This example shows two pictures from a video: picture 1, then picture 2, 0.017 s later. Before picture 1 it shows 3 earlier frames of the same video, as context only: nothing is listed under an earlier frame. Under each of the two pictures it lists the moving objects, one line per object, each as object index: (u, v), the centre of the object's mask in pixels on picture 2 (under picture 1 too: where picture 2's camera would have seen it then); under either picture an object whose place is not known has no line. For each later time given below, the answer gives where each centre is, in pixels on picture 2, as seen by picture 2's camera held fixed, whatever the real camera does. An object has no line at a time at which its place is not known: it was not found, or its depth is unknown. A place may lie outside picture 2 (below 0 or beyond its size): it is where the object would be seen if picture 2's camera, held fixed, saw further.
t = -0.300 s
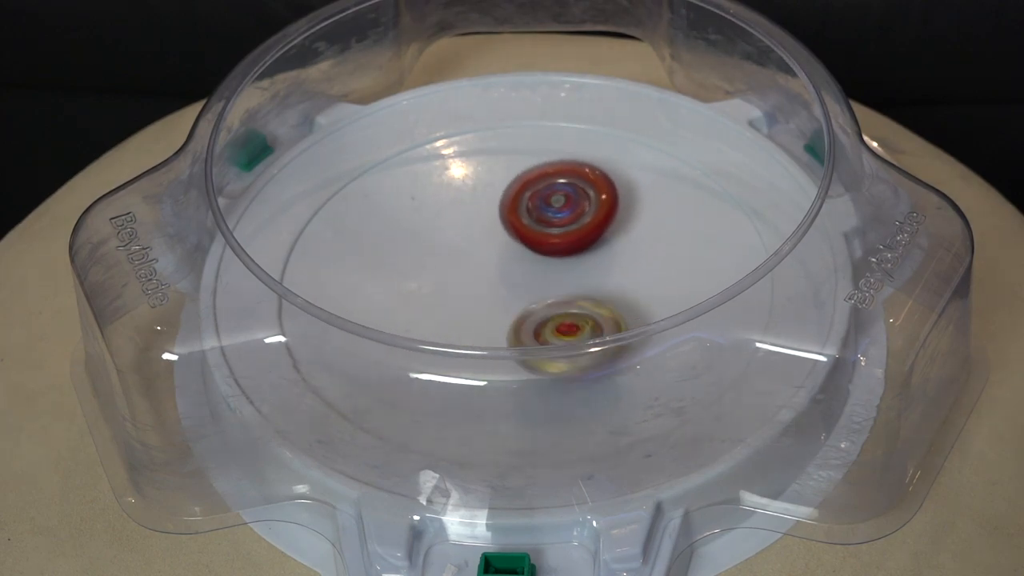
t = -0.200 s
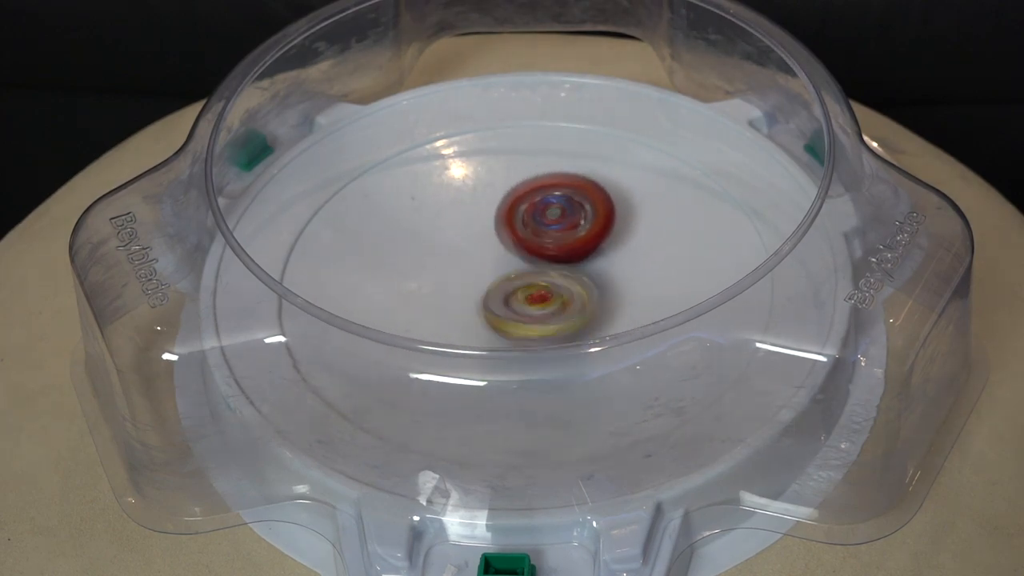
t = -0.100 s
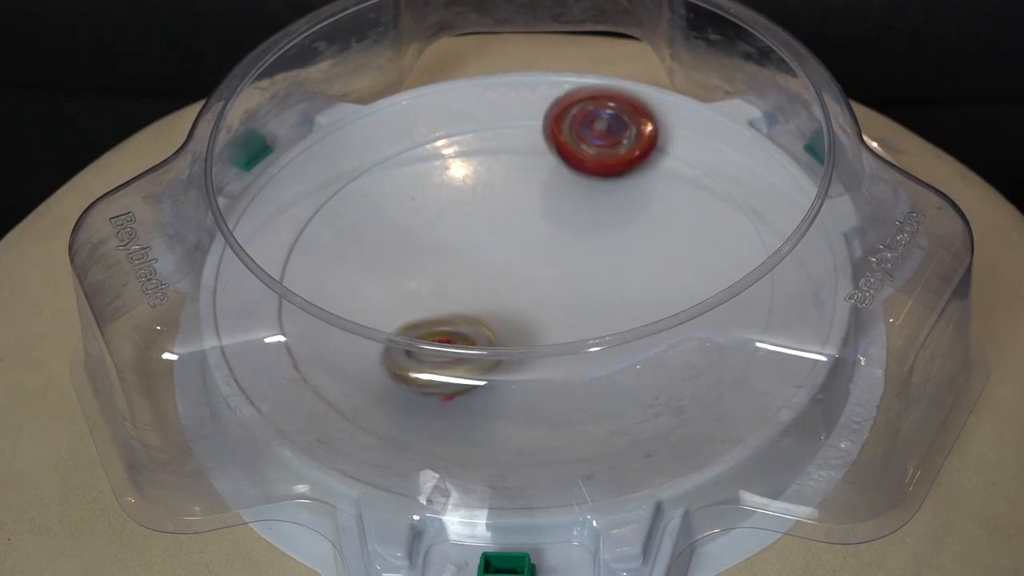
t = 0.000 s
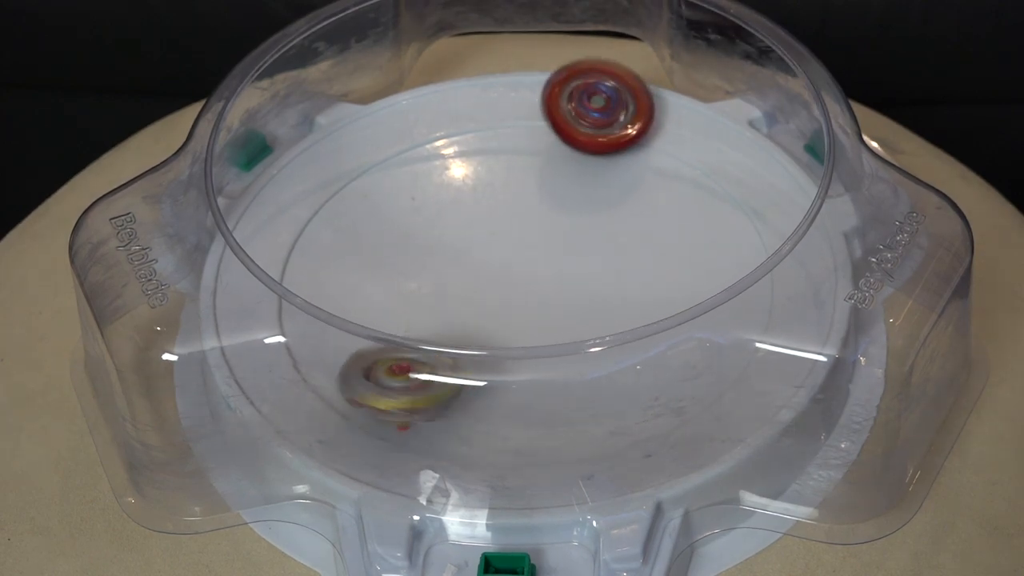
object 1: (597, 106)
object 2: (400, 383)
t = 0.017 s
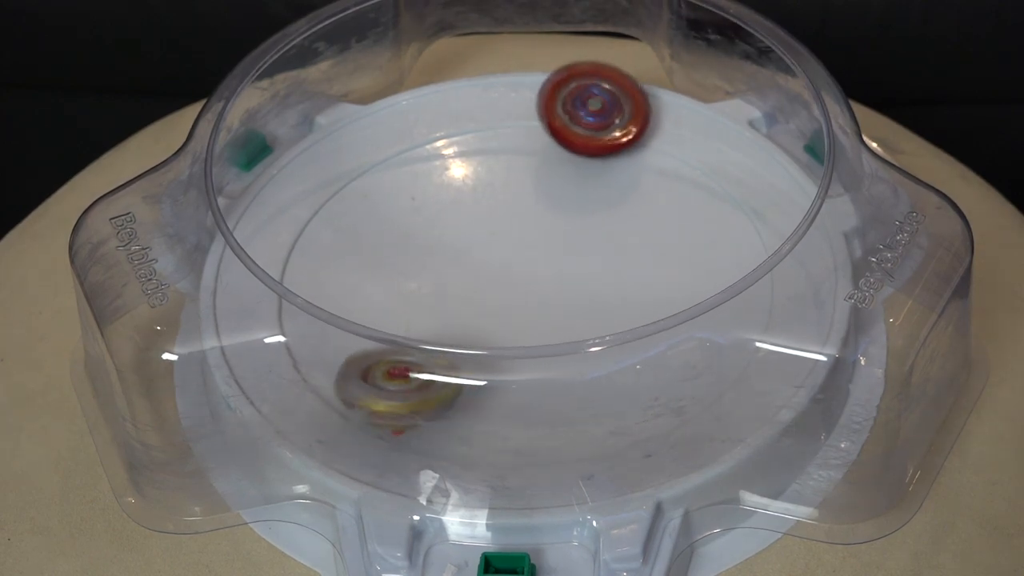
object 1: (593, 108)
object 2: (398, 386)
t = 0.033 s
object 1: (589, 110)
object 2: (389, 392)
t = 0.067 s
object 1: (581, 114)
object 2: (387, 396)
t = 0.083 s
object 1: (576, 116)
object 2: (392, 397)
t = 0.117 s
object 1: (567, 123)
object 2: (406, 395)
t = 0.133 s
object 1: (561, 126)
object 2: (411, 395)
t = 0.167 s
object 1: (550, 133)
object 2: (428, 386)
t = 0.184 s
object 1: (545, 135)
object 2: (433, 384)
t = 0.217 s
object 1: (534, 144)
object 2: (442, 378)
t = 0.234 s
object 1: (529, 148)
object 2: (443, 381)
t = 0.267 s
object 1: (520, 158)
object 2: (451, 361)
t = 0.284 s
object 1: (517, 163)
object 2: (450, 356)
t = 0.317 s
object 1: (512, 174)
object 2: (453, 334)
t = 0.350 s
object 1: (508, 186)
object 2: (453, 317)
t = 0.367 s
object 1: (507, 191)
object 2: (453, 312)
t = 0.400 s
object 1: (506, 202)
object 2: (450, 302)
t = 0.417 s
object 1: (505, 207)
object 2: (449, 295)
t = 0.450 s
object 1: (513, 210)
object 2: (432, 288)
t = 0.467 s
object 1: (523, 206)
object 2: (415, 289)
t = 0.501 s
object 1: (541, 204)
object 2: (390, 289)
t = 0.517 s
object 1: (549, 203)
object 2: (382, 289)
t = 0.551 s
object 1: (559, 204)
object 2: (367, 287)
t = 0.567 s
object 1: (564, 205)
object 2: (360, 287)
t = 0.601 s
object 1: (570, 209)
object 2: (351, 288)
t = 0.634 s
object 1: (574, 213)
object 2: (347, 289)
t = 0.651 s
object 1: (577, 215)
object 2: (346, 289)
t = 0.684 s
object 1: (580, 221)
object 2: (341, 298)
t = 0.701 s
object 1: (581, 222)
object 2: (344, 301)
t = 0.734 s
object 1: (583, 228)
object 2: (355, 305)
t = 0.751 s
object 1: (583, 231)
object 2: (361, 307)
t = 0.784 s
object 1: (585, 237)
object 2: (381, 301)
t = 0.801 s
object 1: (584, 241)
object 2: (387, 301)
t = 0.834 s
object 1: (584, 246)
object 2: (403, 300)
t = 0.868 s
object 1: (585, 252)
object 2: (419, 296)
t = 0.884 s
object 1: (583, 255)
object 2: (428, 291)
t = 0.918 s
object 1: (582, 261)
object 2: (442, 282)
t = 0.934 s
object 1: (581, 264)
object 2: (450, 277)
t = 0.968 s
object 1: (580, 270)
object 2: (459, 265)
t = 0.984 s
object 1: (584, 273)
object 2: (458, 257)
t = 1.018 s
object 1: (589, 279)
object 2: (459, 244)
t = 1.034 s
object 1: (591, 281)
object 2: (458, 236)
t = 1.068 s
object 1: (592, 286)
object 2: (456, 224)
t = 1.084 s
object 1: (592, 288)
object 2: (457, 217)
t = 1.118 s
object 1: (591, 292)
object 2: (453, 206)
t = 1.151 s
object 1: (588, 296)
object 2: (451, 195)
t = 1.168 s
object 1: (587, 297)
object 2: (451, 190)
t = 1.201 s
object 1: (584, 300)
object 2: (446, 180)
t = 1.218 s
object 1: (581, 302)
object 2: (444, 177)
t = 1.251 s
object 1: (576, 304)
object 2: (442, 171)
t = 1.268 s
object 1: (573, 306)
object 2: (439, 168)
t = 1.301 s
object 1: (567, 308)
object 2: (436, 165)
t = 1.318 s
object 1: (564, 308)
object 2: (436, 164)
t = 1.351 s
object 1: (559, 310)
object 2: (435, 166)
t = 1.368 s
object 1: (557, 310)
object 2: (435, 167)
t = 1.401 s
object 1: (550, 311)
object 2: (439, 173)
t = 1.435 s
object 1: (543, 312)
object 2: (446, 181)
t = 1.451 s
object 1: (541, 312)
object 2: (450, 185)
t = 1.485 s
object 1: (533, 313)
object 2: (461, 192)
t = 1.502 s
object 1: (529, 314)
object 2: (469, 196)
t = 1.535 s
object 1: (521, 314)
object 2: (485, 204)
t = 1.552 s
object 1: (517, 314)
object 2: (491, 207)
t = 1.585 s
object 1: (509, 314)
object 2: (507, 211)
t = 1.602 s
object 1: (505, 314)
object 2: (516, 213)
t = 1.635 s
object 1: (497, 313)
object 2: (532, 216)
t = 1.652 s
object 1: (495, 312)
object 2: (542, 217)
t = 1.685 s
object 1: (487, 311)
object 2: (557, 219)
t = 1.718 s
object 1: (480, 309)
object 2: (574, 220)
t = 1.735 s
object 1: (477, 308)
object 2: (583, 219)
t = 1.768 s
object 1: (471, 306)
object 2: (597, 218)
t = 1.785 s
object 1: (468, 305)
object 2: (606, 219)
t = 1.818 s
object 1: (463, 301)
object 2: (619, 217)
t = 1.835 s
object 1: (461, 299)
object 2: (623, 216)
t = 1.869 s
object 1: (457, 295)
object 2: (636, 215)
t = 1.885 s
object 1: (455, 292)
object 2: (641, 213)
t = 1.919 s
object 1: (452, 287)
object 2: (645, 211)
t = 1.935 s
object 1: (451, 285)
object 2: (650, 211)
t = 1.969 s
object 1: (449, 280)
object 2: (653, 209)
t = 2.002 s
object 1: (447, 275)
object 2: (653, 209)
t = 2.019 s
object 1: (446, 273)
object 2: (651, 209)
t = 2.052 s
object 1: (445, 267)
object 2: (647, 211)
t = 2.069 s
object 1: (444, 264)
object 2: (642, 212)
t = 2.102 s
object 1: (444, 259)
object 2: (634, 218)
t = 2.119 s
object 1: (444, 256)
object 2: (632, 222)
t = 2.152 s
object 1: (445, 251)
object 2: (619, 229)
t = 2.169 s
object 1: (446, 249)
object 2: (614, 235)
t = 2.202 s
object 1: (447, 244)
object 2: (606, 244)
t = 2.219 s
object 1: (447, 241)
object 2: (598, 249)
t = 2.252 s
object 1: (449, 237)
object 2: (591, 260)
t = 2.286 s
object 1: (452, 233)
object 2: (583, 270)
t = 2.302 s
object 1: (453, 230)
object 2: (577, 277)
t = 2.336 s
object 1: (457, 227)
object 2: (574, 287)
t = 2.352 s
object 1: (460, 225)
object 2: (569, 292)
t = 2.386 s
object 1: (464, 222)
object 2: (565, 302)
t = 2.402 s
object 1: (467, 220)
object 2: (563, 306)
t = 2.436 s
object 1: (472, 217)
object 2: (558, 312)
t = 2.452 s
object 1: (475, 215)
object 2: (558, 314)
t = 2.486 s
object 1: (481, 212)
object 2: (557, 319)
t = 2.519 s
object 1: (487, 210)
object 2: (554, 333)
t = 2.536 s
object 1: (490, 209)
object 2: (557, 337)
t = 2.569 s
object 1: (496, 207)
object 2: (556, 342)
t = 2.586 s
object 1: (500, 206)
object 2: (557, 344)
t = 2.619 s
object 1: (506, 205)
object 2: (561, 345)
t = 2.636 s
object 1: (510, 204)
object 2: (560, 345)
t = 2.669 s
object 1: (516, 204)
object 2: (562, 345)
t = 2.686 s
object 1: (519, 204)
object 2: (562, 342)
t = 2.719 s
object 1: (526, 204)
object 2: (557, 335)
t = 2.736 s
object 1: (529, 205)
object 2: (557, 333)
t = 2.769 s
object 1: (536, 206)
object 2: (550, 319)
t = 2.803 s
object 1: (542, 207)
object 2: (544, 316)
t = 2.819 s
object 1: (546, 208)
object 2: (541, 314)
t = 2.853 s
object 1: (553, 210)
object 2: (532, 310)
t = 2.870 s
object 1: (556, 211)
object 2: (527, 308)
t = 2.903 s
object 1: (563, 213)
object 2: (514, 301)
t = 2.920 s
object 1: (565, 214)
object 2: (509, 299)
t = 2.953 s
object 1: (571, 217)
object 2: (498, 293)
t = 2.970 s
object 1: (575, 218)
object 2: (491, 290)
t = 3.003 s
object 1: (581, 221)
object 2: (480, 285)
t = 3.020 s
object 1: (583, 223)
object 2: (471, 282)
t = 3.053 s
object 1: (588, 226)
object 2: (460, 279)
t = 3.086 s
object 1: (593, 230)
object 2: (447, 273)
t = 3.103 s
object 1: (594, 232)
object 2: (442, 273)
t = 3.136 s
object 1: (598, 237)
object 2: (433, 270)
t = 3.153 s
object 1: (600, 238)
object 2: (428, 270)
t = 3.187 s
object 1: (602, 243)
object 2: (422, 267)
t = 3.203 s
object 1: (603, 245)
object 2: (420, 267)
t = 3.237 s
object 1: (606, 250)
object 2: (418, 267)
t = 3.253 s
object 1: (606, 253)
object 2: (416, 266)
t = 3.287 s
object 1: (607, 258)
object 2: (418, 267)
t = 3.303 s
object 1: (608, 260)
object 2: (418, 265)
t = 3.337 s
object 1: (608, 266)
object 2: (424, 266)
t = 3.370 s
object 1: (607, 271)
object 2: (430, 265)
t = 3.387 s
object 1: (607, 273)
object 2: (434, 265)
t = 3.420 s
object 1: (607, 278)
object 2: (440, 261)
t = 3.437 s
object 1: (605, 281)
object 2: (444, 260)
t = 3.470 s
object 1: (604, 287)
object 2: (454, 255)
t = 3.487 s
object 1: (603, 289)
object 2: (457, 254)
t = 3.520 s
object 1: (600, 293)
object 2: (467, 250)
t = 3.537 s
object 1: (598, 295)
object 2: (470, 247)
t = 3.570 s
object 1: (595, 298)
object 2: (480, 243)
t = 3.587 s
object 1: (593, 300)
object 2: (483, 239)
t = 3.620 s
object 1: (588, 303)
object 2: (492, 236)
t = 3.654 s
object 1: (583, 305)
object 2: (500, 230)
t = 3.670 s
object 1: (581, 307)
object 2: (502, 228)
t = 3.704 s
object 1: (574, 309)
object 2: (510, 223)
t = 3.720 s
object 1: (571, 310)
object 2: (512, 221)
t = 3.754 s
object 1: (564, 312)
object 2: (518, 216)
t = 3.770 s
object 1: (560, 313)
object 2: (520, 214)
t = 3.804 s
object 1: (554, 314)
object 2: (525, 209)
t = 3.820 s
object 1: (551, 314)
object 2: (528, 208)
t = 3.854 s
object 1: (543, 315)
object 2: (530, 205)
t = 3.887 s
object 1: (536, 316)
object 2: (531, 203)
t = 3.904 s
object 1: (531, 316)
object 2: (532, 203)
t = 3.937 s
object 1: (522, 316)
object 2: (533, 205)
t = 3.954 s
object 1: (519, 315)
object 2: (533, 206)
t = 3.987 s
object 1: (511, 314)
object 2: (535, 210)
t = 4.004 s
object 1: (508, 314)
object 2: (537, 212)
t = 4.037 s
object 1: (501, 312)
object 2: (540, 216)
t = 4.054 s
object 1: (497, 311)
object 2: (543, 219)
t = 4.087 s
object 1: (490, 309)
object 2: (548, 223)
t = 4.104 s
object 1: (487, 308)
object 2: (552, 226)
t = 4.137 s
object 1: (481, 306)
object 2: (555, 229)
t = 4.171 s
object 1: (474, 302)
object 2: (563, 235)
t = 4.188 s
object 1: (472, 300)
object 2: (564, 236)
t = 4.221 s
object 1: (466, 296)
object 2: (571, 241)
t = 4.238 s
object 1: (464, 293)
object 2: (572, 242)
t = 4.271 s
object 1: (460, 288)
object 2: (579, 247)
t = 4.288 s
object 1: (459, 285)
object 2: (580, 249)
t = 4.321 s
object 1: (457, 280)
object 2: (587, 251)
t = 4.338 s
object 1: (455, 277)
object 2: (587, 252)
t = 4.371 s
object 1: (453, 272)
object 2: (591, 255)
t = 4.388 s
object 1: (453, 269)
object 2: (591, 256)
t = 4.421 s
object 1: (453, 264)
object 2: (592, 258)
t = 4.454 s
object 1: (453, 258)
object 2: (592, 260)
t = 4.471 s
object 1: (452, 255)
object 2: (591, 261)
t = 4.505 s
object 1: (453, 249)
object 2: (591, 263)
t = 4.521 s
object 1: (454, 247)
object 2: (588, 264)
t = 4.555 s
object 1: (455, 241)
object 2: (584, 266)
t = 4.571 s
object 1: (456, 238)
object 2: (582, 269)
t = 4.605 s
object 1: (458, 233)
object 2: (576, 272)
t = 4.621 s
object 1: (460, 231)
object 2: (576, 275)
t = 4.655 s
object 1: (463, 226)
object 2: (569, 279)
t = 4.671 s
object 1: (465, 224)
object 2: (567, 281)
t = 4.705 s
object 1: (469, 221)
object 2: (562, 285)
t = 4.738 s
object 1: (474, 217)
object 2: (557, 288)
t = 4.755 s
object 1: (476, 215)
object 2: (556, 290)
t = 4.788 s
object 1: (481, 212)
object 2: (550, 293)
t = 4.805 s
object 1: (485, 211)
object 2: (548, 294)
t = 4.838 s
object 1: (491, 209)
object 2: (545, 296)
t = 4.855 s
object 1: (493, 208)
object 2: (543, 298)
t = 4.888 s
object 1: (499, 206)
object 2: (538, 300)
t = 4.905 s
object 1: (503, 205)
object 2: (535, 300)
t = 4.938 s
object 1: (510, 204)
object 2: (531, 302)
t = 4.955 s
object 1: (512, 204)
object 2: (530, 302)
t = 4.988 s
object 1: (519, 203)
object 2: (525, 302)
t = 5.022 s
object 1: (526, 204)
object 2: (524, 303)
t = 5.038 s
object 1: (529, 204)
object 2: (521, 302)
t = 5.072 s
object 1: (536, 205)
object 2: (517, 301)
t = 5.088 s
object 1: (539, 206)
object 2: (515, 302)
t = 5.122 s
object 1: (546, 208)
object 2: (512, 299)
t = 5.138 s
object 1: (550, 209)
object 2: (512, 298)
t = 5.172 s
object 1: (556, 211)
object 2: (508, 297)
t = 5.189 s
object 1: (560, 212)
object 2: (506, 294)
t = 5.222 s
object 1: (567, 213)
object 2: (500, 294)
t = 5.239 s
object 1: (571, 214)
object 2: (497, 294)
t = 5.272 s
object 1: (578, 214)
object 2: (489, 296)
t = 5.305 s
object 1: (584, 216)
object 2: (485, 297)
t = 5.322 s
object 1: (587, 217)
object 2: (482, 299)
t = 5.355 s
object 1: (592, 220)
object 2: (477, 300)
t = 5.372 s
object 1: (594, 222)
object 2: (477, 301)
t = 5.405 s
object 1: (599, 225)
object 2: (473, 301)
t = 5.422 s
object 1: (601, 227)
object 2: (471, 300)
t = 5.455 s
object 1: (605, 231)
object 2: (470, 300)
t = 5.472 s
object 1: (606, 234)
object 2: (471, 300)
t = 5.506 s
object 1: (609, 238)
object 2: (470, 300)
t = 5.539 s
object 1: (611, 243)
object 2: (472, 298)
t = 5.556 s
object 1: (612, 246)
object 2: (475, 298)
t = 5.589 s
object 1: (613, 251)
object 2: (478, 296)
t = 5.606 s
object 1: (613, 254)
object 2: (479, 294)
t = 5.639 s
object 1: (613, 259)
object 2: (483, 290)
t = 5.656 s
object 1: (613, 262)
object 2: (484, 288)
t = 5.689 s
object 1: (611, 267)
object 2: (488, 282)
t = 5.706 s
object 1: (614, 269)
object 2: (486, 279)
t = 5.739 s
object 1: (618, 274)
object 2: (480, 273)
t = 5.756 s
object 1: (617, 277)
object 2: (475, 269)
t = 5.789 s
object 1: (615, 282)
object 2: (468, 264)
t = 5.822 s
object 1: (612, 286)
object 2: (459, 260)
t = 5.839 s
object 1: (609, 288)
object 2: (455, 257)
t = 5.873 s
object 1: (605, 292)
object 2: (448, 254)
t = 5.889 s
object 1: (602, 293)
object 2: (447, 252)
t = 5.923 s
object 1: (596, 297)
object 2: (442, 249)
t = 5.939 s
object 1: (593, 299)
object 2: (438, 246)
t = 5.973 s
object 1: (585, 301)
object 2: (435, 245)
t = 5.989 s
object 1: (582, 303)
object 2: (435, 245)
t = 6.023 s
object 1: (573, 305)
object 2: (434, 243)
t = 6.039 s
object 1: (569, 306)
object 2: (433, 243)
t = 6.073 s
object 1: (561, 308)
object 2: (434, 244)
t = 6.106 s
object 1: (553, 309)
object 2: (439, 245)
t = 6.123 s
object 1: (548, 310)
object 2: (439, 246)
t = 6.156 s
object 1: (540, 310)
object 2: (446, 247)
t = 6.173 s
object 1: (537, 311)
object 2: (449, 247)
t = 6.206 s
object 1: (528, 311)
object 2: (457, 246)
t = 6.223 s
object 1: (526, 313)
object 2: (460, 243)
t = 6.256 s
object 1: (521, 313)
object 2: (462, 238)
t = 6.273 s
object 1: (519, 313)
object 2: (463, 234)
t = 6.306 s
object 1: (512, 313)
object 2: (468, 229)
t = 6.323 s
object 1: (508, 312)
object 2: (468, 226)
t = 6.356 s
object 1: (500, 311)
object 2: (473, 220)
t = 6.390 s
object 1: (492, 310)
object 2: (477, 216)
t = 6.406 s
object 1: (489, 309)
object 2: (481, 214)
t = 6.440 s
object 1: (483, 307)
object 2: (486, 212)
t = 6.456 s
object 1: (480, 306)
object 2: (486, 210)
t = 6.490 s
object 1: (475, 304)
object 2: (493, 208)
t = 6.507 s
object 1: (472, 302)
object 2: (497, 208)
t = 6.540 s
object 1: (468, 298)
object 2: (504, 207)
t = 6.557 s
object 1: (467, 296)
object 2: (507, 206)
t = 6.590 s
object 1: (463, 291)
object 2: (512, 206)
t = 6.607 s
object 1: (461, 288)
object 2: (519, 207)
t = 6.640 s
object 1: (458, 283)
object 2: (528, 208)
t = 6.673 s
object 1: (457, 279)
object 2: (533, 209)
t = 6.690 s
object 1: (456, 276)
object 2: (537, 209)
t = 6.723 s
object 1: (456, 271)
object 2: (542, 212)
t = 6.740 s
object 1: (456, 269)
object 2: (546, 213)
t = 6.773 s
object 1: (456, 263)
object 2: (556, 216)
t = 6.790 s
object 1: (456, 261)
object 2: (559, 217)
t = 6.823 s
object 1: (450, 258)
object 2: (576, 216)
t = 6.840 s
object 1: (449, 256)
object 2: (583, 216)
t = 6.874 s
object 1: (449, 252)
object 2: (590, 217)
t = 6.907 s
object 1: (450, 248)
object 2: (597, 215)
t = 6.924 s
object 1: (452, 246)
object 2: (603, 216)
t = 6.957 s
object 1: (455, 242)
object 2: (612, 218)
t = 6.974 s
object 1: (456, 240)
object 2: (615, 218)
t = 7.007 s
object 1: (460, 237)
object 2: (622, 222)
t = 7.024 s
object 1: (462, 235)
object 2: (626, 223)
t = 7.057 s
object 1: (467, 233)
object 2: (632, 227)
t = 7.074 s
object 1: (470, 231)
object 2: (634, 230)
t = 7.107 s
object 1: (475, 229)
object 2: (637, 233)
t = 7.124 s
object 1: (478, 228)
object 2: (637, 235)
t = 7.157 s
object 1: (484, 227)
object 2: (637, 241)
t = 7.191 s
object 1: (490, 225)
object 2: (637, 246)
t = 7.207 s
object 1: (494, 225)
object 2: (638, 250)
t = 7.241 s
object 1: (501, 224)
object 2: (632, 257)
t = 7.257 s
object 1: (504, 224)
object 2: (630, 259)
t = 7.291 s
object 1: (511, 224)
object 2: (628, 265)
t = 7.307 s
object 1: (514, 224)
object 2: (621, 268)
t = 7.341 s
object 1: (521, 224)
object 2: (615, 274)
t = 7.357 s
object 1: (523, 223)
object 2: (616, 278)
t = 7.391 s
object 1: (525, 221)
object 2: (608, 287)
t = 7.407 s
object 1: (526, 221)
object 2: (605, 290)
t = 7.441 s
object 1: (531, 221)
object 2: (600, 294)
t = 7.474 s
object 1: (535, 223)
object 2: (592, 298)
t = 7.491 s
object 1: (538, 223)
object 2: (588, 300)
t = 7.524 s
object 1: (541, 222)
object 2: (580, 305)
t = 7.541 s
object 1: (544, 223)
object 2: (572, 306)
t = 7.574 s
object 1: (548, 224)
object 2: (562, 310)
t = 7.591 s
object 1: (549, 225)
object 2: (560, 311)
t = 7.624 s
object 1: (553, 227)
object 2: (552, 312)
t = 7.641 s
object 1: (559, 221)
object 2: (547, 317)
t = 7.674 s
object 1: (568, 206)
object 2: (527, 323)
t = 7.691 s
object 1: (572, 200)
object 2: (522, 336)
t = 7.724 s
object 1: (577, 192)
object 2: (508, 341)
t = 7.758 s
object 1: (579, 189)
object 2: (496, 341)
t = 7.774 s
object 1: (580, 188)
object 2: (491, 338)
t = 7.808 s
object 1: (581, 188)
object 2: (484, 328)
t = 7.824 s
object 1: (581, 189)
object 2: (484, 334)
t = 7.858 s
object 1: (582, 190)
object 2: (484, 332)
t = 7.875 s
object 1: (581, 192)
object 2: (483, 331)
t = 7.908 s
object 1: (581, 195)
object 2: (484, 327)
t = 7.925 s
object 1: (581, 196)
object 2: (481, 316)
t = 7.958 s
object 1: (580, 200)
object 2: (484, 313)
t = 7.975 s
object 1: (579, 202)
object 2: (486, 311)
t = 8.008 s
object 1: (578, 206)
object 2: (493, 309)
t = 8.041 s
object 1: (576, 211)
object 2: (499, 307)
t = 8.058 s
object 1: (575, 213)
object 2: (501, 307)
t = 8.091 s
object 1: (573, 218)
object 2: (507, 304)
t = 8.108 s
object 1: (572, 220)
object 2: (510, 303)
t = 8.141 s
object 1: (571, 223)
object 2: (511, 303)
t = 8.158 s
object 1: (572, 223)
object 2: (511, 303)
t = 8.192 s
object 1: (572, 224)
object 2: (512, 302)
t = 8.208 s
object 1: (571, 226)
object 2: (512, 303)
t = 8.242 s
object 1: (570, 228)
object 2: (505, 304)
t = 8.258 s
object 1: (570, 228)
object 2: (503, 306)
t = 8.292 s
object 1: (568, 230)
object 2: (500, 309)
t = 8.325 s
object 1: (566, 233)
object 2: (498, 312)
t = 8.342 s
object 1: (563, 234)
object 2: (498, 314)
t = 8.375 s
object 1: (560, 237)
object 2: (499, 316)
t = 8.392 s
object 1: (558, 238)
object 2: (498, 318)
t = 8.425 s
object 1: (554, 241)
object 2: (500, 321)
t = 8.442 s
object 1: (552, 242)
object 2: (501, 322)
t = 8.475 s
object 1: (549, 244)
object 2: (504, 322)
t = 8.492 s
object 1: (546, 245)
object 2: (507, 321)
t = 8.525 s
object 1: (541, 247)
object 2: (507, 321)
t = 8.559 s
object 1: (540, 247)
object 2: (506, 320)
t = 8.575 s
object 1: (538, 248)
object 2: (502, 321)
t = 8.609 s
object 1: (536, 248)
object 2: (495, 319)
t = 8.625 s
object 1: (533, 249)
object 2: (490, 319)
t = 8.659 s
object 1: (528, 250)
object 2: (485, 314)
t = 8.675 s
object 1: (527, 250)
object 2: (481, 312)
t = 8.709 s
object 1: (523, 250)
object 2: (471, 309)
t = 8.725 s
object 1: (523, 249)
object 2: (467, 307)
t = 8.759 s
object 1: (524, 246)
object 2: (456, 302)
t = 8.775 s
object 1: (524, 245)
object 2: (452, 301)
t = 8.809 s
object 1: (526, 243)
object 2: (441, 297)
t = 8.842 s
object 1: (526, 240)
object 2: (432, 295)
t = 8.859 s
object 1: (526, 239)
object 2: (430, 294)
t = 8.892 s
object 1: (525, 237)
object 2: (420, 293)
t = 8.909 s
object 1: (525, 236)
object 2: (417, 294)
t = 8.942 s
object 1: (525, 234)
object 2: (412, 294)
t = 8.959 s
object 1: (525, 233)
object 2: (410, 295)
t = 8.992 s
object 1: (525, 232)
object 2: (409, 295)
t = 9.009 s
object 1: (526, 231)
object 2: (408, 296)
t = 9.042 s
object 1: (526, 230)
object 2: (409, 295)
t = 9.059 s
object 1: (526, 229)
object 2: (410, 295)
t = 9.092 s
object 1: (528, 228)
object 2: (414, 295)
